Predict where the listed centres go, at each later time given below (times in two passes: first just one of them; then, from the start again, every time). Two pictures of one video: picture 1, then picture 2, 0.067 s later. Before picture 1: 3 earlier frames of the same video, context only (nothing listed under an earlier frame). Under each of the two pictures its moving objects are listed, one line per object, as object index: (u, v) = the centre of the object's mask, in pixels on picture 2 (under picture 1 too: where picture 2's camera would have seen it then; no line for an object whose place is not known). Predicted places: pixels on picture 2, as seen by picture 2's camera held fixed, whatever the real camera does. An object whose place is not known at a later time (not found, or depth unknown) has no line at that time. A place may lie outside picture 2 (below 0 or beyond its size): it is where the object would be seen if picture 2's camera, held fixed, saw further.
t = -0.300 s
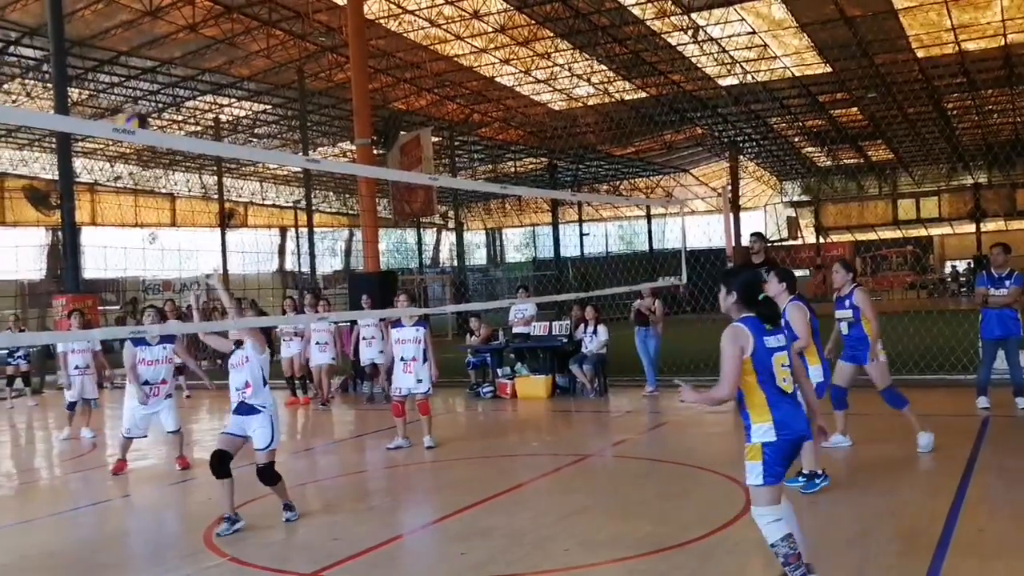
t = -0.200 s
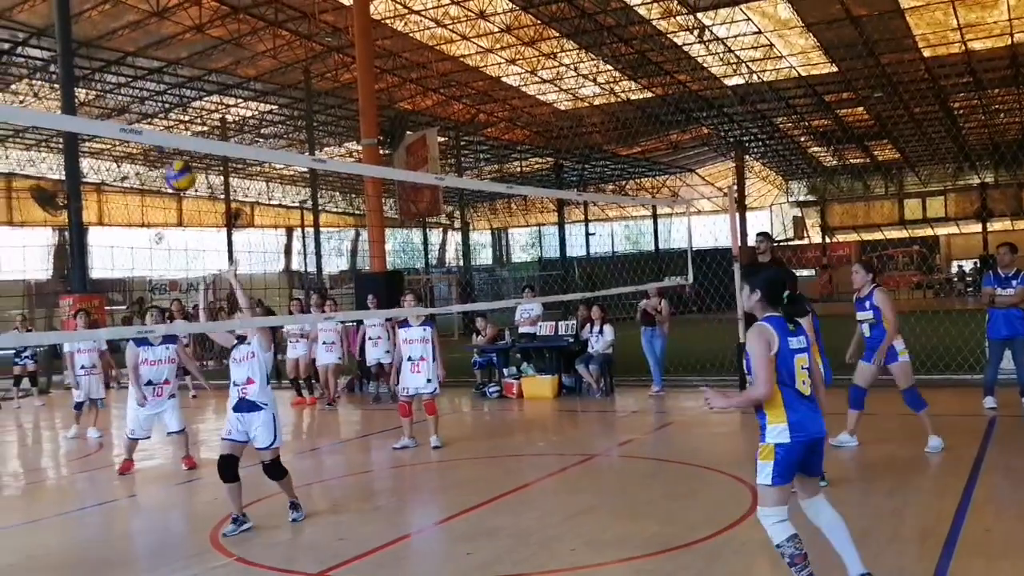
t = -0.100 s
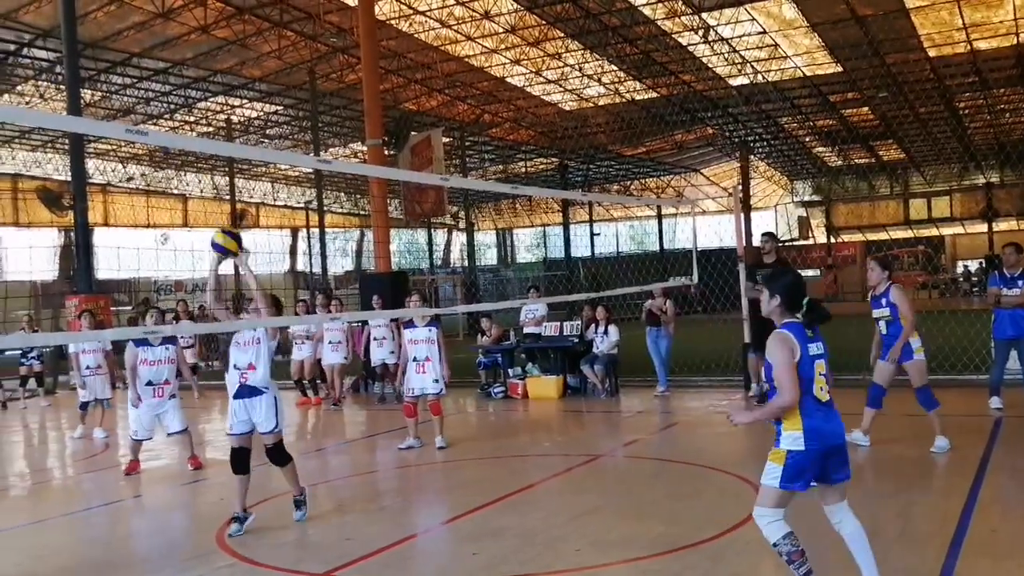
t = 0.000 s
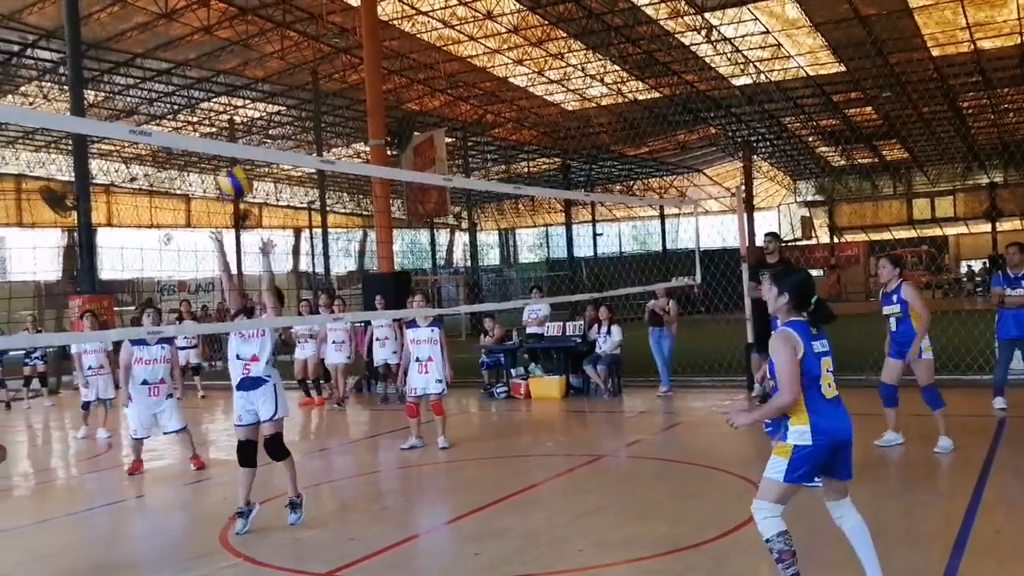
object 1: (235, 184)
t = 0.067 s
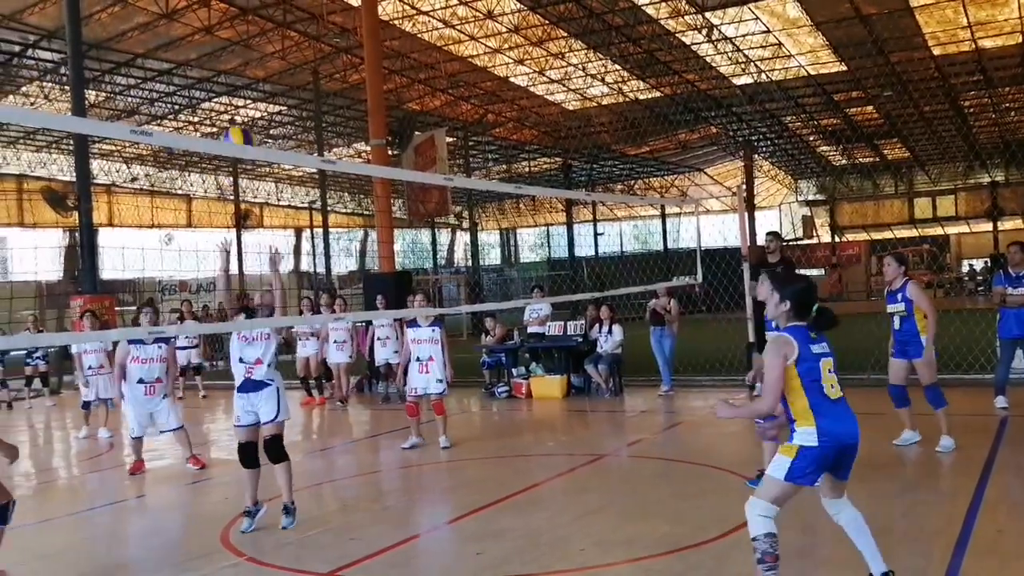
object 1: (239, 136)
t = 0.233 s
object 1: (242, 63)
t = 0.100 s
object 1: (239, 125)
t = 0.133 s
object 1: (240, 107)
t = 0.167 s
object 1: (242, 90)
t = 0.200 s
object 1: (242, 77)
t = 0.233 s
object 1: (242, 63)
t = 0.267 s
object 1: (244, 52)
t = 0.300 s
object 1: (246, 41)
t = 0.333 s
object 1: (248, 34)
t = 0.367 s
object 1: (251, 26)
